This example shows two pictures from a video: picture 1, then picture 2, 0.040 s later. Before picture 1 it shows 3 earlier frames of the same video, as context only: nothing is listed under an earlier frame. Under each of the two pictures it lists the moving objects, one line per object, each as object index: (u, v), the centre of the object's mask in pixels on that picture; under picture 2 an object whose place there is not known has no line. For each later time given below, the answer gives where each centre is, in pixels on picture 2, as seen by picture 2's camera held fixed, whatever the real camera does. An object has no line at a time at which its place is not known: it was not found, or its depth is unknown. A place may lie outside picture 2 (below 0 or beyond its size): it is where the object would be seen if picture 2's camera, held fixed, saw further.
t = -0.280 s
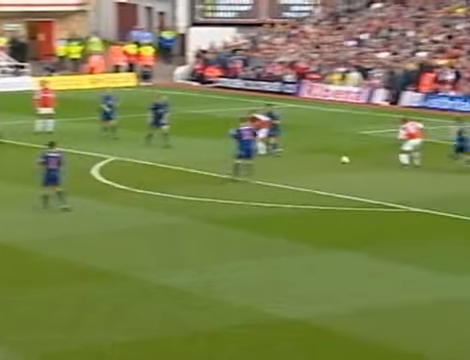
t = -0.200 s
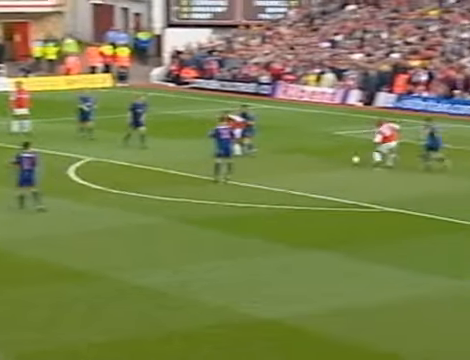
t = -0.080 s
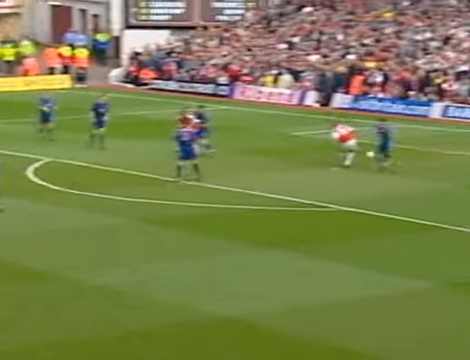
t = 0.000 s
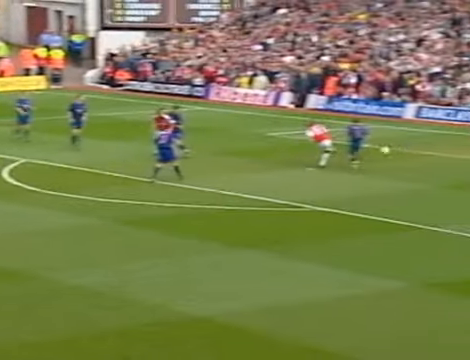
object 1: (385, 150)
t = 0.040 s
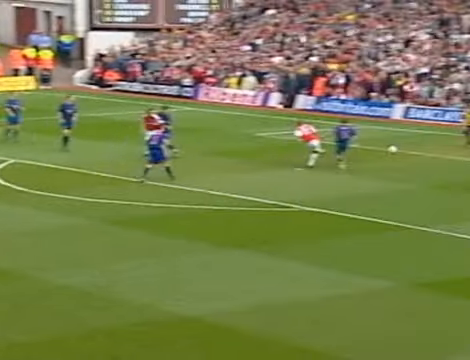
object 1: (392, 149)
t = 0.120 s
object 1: (429, 148)
